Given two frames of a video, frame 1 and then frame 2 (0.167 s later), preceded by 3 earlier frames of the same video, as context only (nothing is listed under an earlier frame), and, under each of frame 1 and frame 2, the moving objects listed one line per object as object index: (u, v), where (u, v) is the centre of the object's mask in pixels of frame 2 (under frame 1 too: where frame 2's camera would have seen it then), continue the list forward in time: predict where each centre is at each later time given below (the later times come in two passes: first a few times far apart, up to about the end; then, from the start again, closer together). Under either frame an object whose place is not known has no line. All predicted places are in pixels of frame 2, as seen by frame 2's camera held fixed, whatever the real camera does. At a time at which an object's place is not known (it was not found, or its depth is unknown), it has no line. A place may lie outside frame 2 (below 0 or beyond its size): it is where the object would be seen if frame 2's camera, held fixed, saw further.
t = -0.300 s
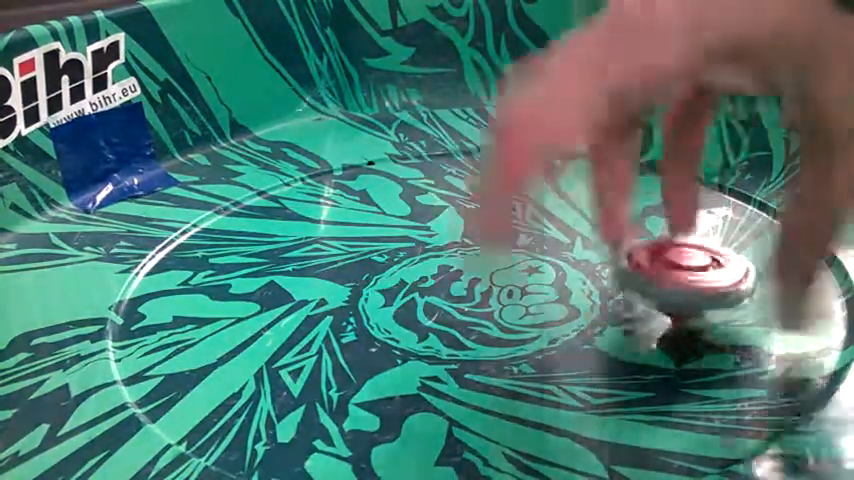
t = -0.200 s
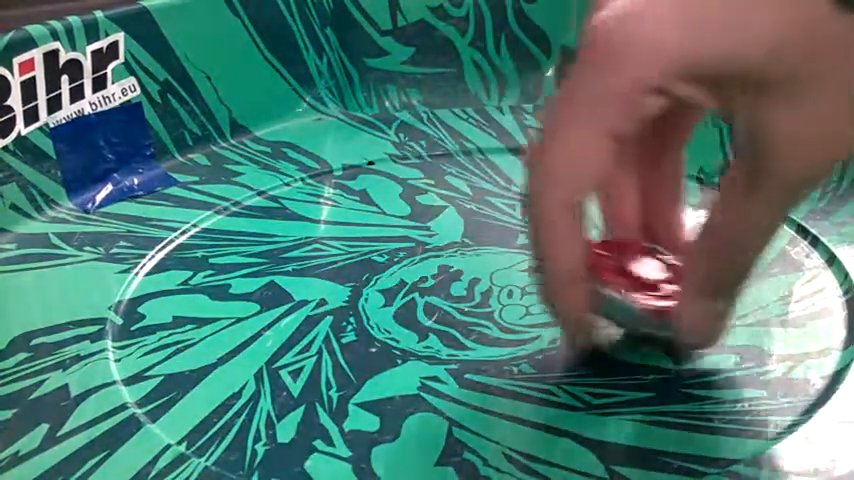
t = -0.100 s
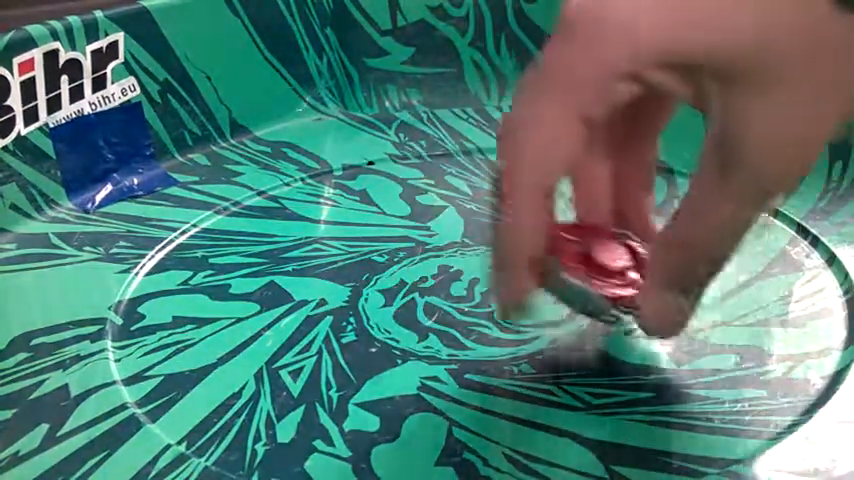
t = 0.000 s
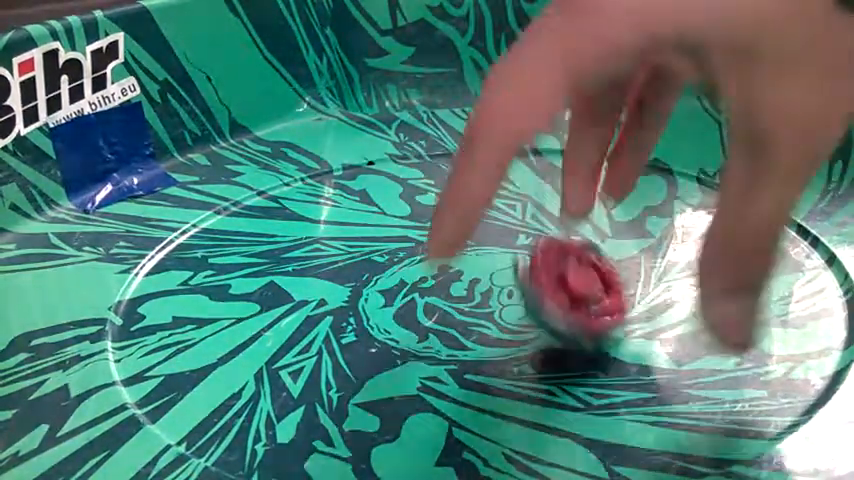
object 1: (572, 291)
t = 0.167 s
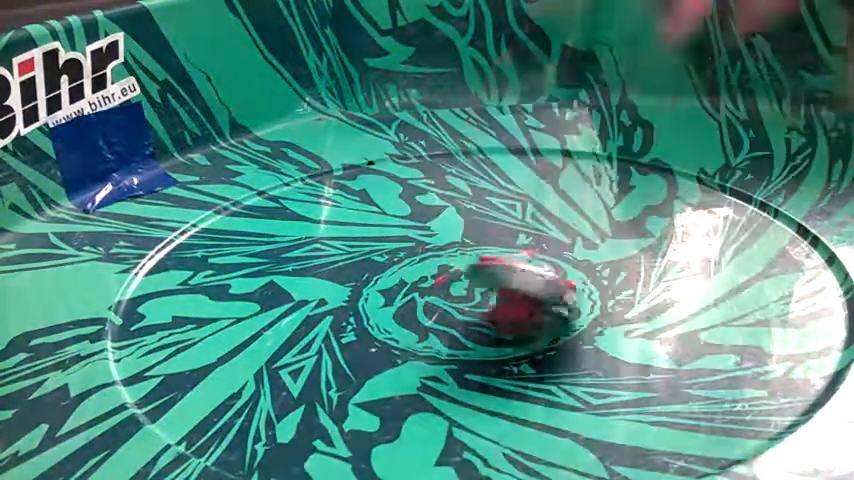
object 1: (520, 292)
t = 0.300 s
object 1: (496, 285)
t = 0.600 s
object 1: (472, 295)
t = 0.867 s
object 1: (470, 295)
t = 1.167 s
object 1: (471, 295)
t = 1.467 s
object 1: (471, 295)
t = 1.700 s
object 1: (471, 295)
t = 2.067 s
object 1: (471, 295)
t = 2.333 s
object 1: (471, 295)
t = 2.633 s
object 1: (471, 295)
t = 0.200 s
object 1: (512, 286)
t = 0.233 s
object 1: (505, 284)
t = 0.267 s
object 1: (500, 283)
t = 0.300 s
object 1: (496, 285)
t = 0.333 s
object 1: (490, 286)
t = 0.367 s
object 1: (485, 289)
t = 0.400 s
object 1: (480, 291)
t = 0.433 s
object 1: (476, 295)
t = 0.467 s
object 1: (473, 296)
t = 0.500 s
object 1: (471, 296)
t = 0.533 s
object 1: (471, 296)
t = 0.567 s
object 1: (471, 295)
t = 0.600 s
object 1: (472, 295)
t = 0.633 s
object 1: (471, 295)
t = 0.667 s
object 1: (470, 295)
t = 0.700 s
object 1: (470, 295)
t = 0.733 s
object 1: (470, 295)
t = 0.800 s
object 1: (470, 295)
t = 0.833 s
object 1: (470, 295)
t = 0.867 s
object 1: (470, 295)
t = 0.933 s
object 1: (471, 295)
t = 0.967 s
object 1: (470, 295)
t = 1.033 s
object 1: (470, 295)
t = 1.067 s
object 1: (471, 295)
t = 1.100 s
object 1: (471, 295)
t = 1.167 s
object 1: (471, 295)
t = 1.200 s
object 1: (471, 295)
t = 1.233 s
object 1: (471, 295)
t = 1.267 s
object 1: (471, 295)
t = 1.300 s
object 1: (471, 295)
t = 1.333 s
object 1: (471, 295)
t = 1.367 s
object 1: (471, 295)
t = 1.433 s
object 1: (471, 295)
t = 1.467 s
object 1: (471, 295)
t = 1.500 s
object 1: (471, 295)
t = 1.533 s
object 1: (471, 295)
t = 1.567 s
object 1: (471, 295)
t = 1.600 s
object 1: (471, 295)
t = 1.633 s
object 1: (471, 295)
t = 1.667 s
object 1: (471, 295)
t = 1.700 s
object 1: (471, 295)
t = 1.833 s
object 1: (471, 295)
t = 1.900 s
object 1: (471, 295)
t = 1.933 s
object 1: (471, 295)
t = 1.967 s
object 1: (471, 295)
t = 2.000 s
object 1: (471, 295)
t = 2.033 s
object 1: (471, 295)
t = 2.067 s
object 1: (471, 295)
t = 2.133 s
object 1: (471, 295)
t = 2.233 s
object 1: (471, 295)
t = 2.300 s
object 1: (471, 295)
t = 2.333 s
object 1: (471, 295)
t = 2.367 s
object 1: (471, 295)
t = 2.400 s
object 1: (471, 295)
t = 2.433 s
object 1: (471, 295)
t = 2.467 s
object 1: (471, 295)
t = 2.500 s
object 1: (471, 295)
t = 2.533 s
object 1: (471, 295)
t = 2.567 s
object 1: (471, 295)
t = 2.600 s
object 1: (471, 295)
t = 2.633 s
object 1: (471, 295)
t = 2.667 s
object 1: (471, 295)
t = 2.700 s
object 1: (471, 295)
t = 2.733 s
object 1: (471, 295)
